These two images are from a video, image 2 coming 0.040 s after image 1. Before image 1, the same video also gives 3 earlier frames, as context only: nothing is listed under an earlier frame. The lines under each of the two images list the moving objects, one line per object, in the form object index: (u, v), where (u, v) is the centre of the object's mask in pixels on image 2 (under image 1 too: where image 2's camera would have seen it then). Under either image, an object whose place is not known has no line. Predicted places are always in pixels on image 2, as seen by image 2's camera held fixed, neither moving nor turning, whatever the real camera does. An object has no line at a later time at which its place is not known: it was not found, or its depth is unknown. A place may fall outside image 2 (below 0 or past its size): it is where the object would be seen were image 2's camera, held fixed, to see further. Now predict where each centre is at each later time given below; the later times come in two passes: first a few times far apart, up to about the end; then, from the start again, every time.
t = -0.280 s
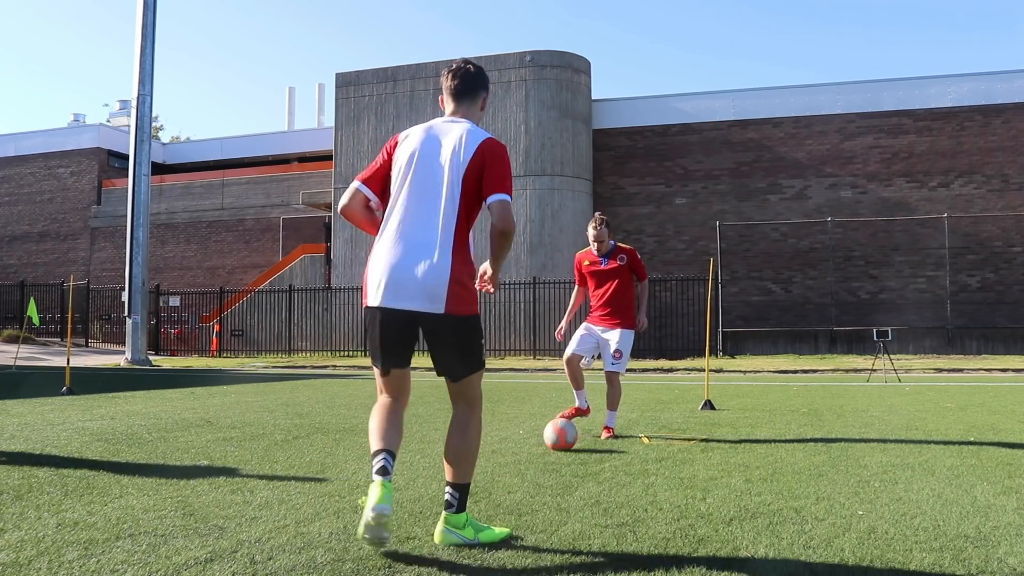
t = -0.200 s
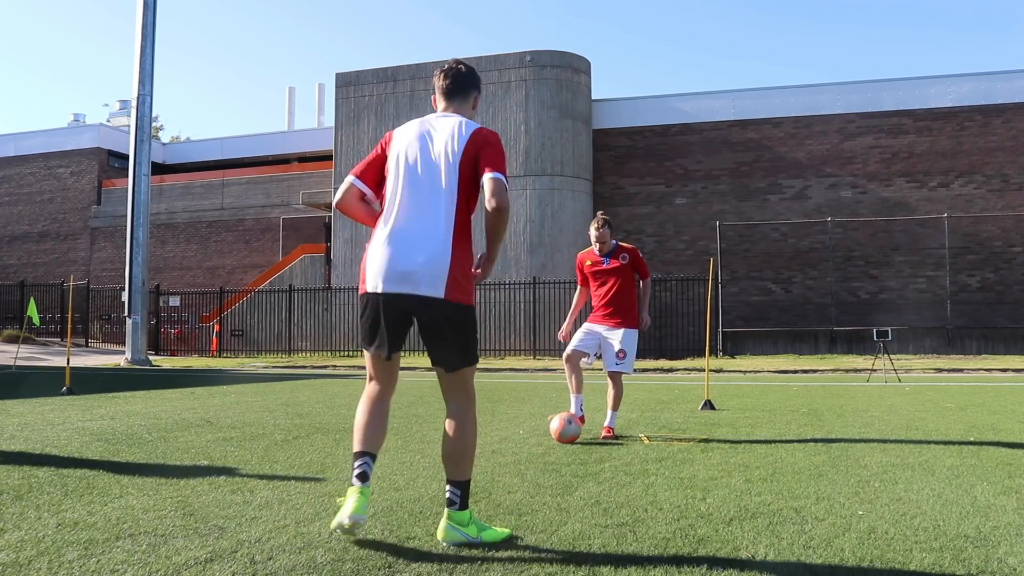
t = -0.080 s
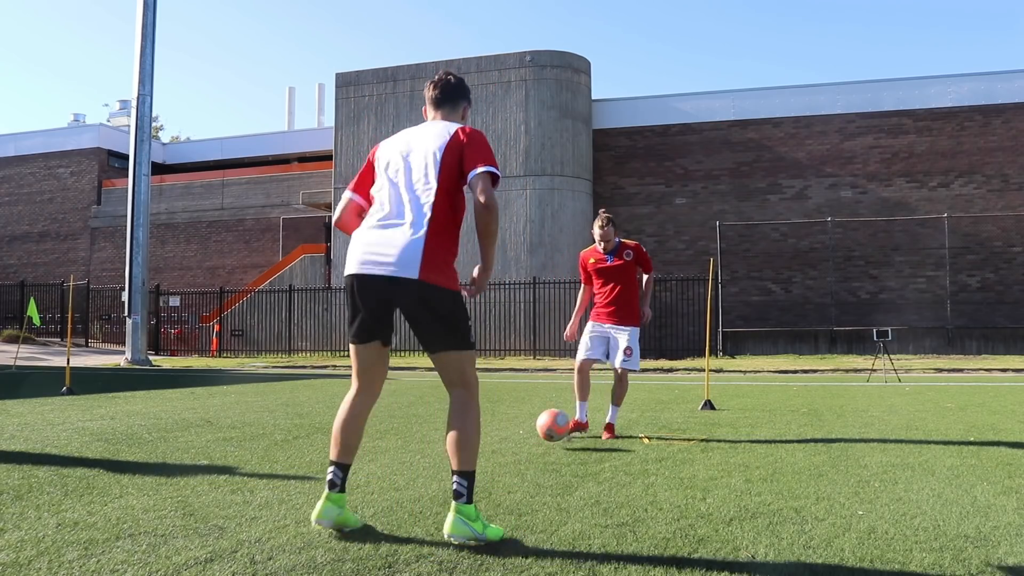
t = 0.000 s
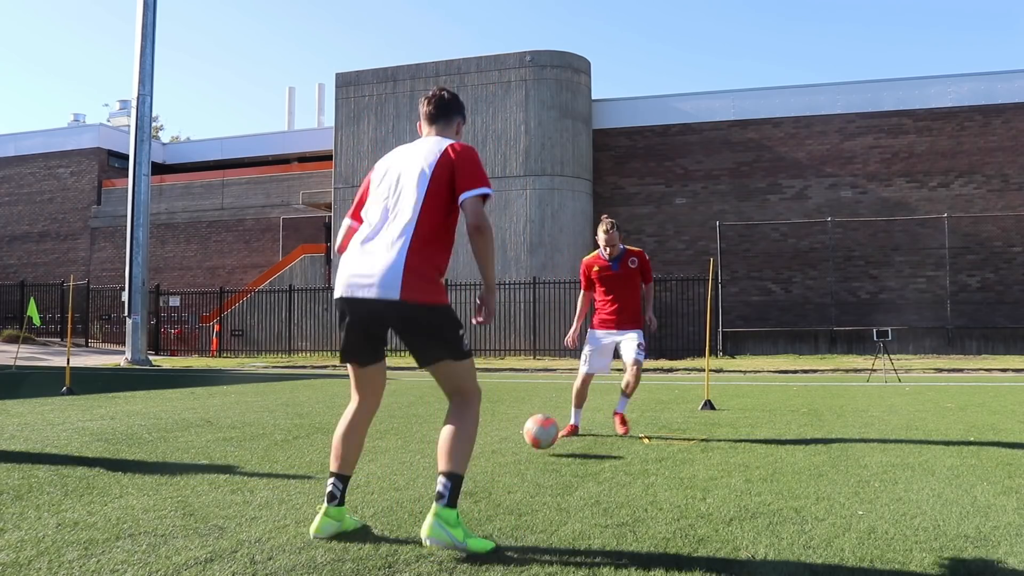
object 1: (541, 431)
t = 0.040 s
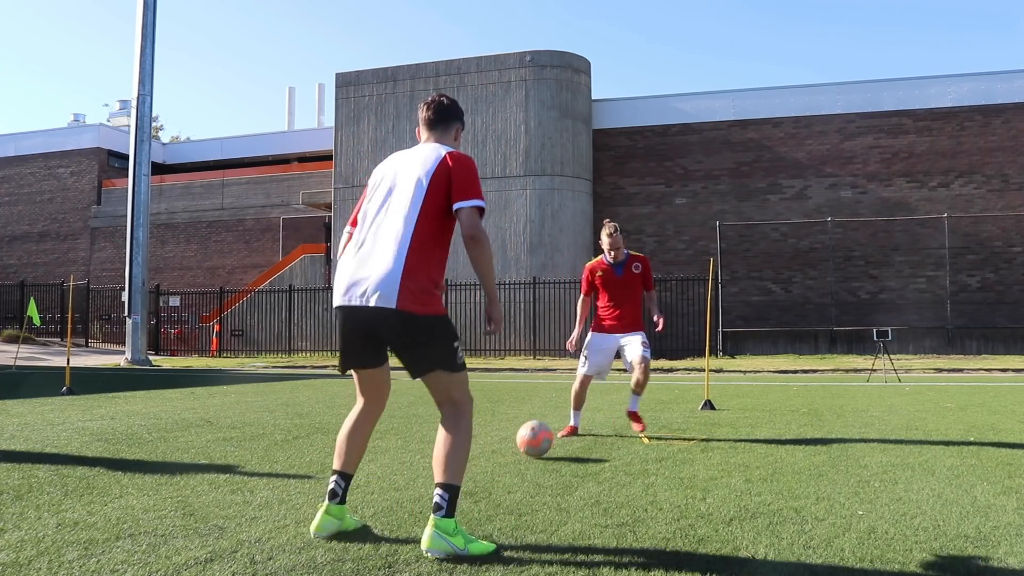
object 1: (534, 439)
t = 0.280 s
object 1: (501, 457)
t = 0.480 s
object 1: (464, 472)
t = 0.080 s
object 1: (528, 443)
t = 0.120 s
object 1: (523, 440)
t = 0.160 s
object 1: (518, 440)
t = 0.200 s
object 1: (513, 443)
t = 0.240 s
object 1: (507, 449)
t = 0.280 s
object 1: (501, 457)
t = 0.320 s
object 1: (494, 457)
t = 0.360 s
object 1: (487, 458)
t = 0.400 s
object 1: (480, 463)
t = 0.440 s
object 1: (472, 470)
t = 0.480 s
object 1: (464, 472)
